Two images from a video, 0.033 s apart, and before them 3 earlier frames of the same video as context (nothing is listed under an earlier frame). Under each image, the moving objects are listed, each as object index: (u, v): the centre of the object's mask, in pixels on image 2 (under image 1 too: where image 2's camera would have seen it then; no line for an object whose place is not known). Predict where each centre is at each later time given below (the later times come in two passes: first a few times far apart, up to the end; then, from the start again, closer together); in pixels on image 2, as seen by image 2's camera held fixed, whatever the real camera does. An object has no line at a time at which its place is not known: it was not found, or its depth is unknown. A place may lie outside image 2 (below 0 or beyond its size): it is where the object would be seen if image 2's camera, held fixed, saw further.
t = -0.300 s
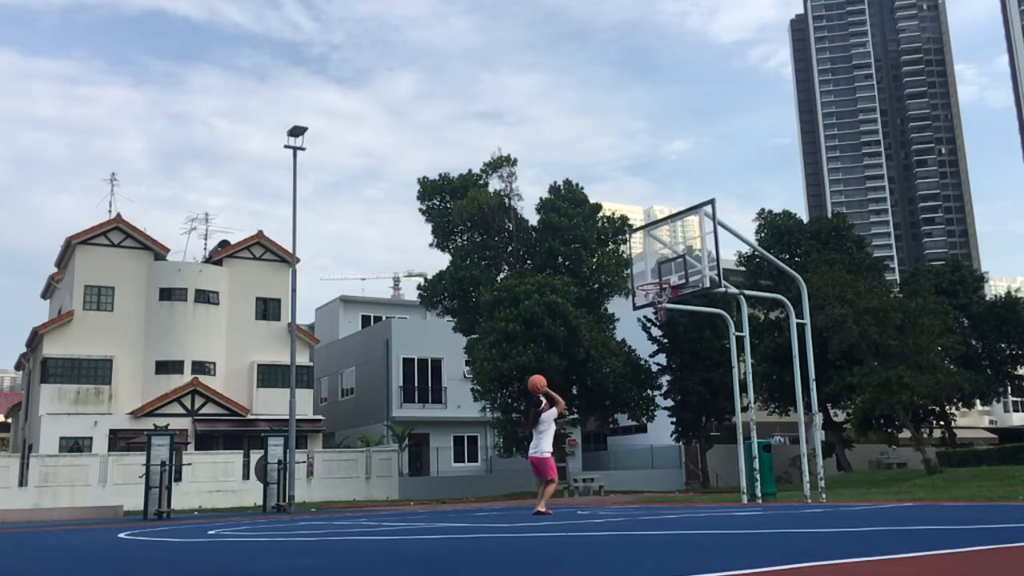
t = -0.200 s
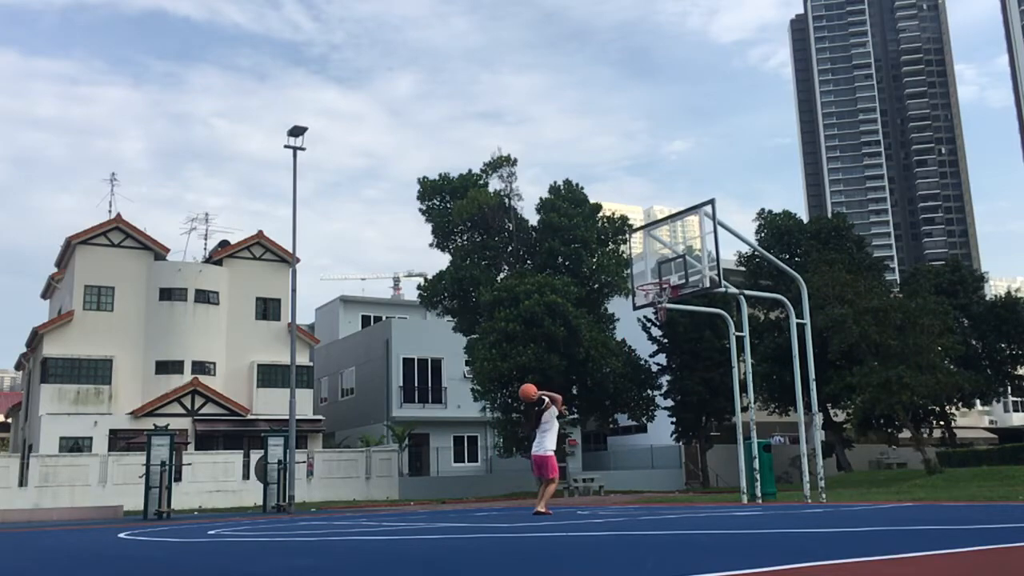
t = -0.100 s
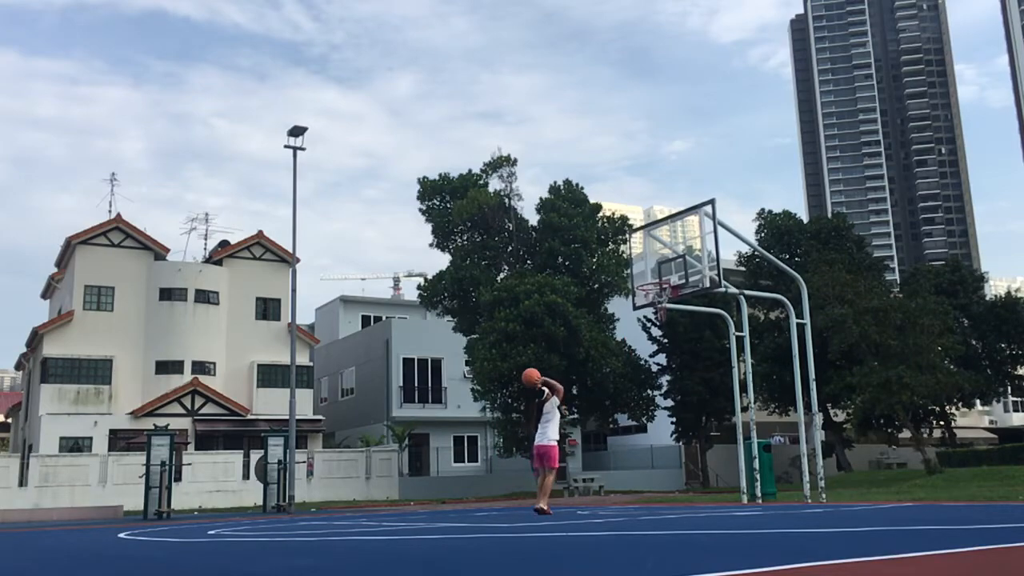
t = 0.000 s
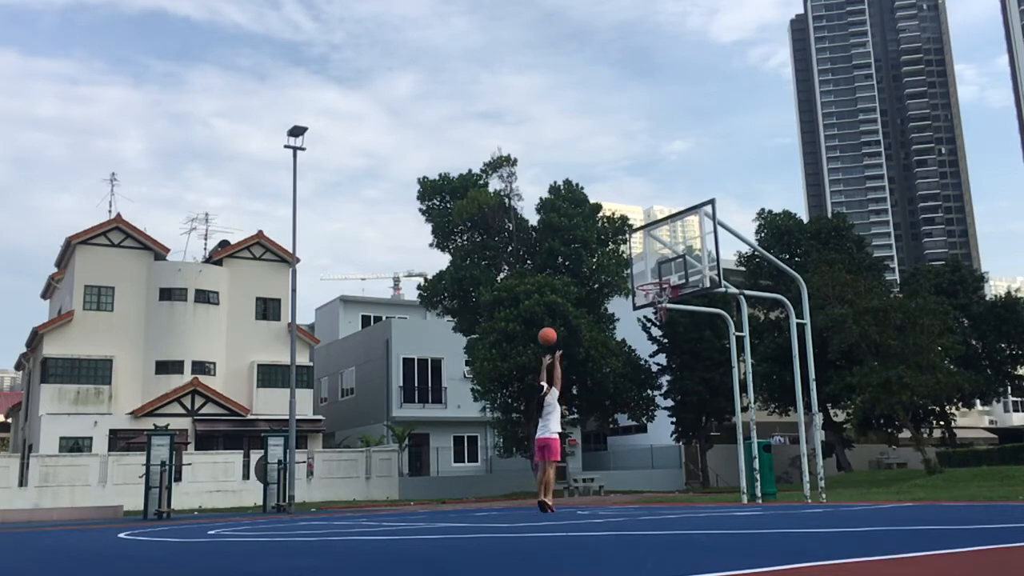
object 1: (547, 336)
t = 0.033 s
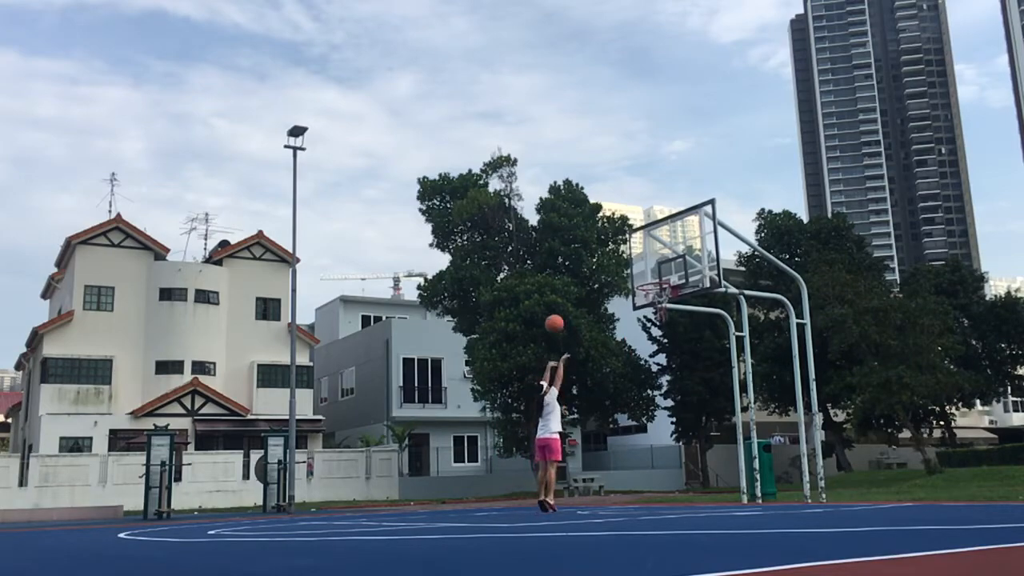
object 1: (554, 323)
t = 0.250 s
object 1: (598, 264)
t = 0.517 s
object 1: (648, 241)
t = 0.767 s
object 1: (647, 256)
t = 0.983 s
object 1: (622, 301)
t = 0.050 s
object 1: (558, 317)
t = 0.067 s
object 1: (561, 311)
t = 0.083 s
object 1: (565, 305)
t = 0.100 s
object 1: (568, 300)
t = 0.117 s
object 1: (572, 295)
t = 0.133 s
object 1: (575, 291)
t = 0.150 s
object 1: (578, 286)
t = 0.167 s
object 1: (581, 281)
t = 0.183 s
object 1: (585, 278)
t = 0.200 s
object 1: (588, 274)
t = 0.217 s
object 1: (591, 270)
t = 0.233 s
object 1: (595, 267)
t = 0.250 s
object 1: (598, 264)
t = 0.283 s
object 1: (604, 258)
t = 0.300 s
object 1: (607, 256)
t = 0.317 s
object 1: (611, 253)
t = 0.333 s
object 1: (614, 250)
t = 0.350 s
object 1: (617, 249)
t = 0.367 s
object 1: (619, 248)
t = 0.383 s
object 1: (623, 246)
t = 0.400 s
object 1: (627, 245)
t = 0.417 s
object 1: (630, 244)
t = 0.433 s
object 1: (633, 243)
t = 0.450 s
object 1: (636, 242)
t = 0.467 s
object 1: (639, 241)
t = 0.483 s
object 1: (642, 241)
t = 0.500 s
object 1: (646, 241)
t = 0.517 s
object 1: (648, 241)
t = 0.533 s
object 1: (651, 241)
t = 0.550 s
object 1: (654, 242)
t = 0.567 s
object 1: (657, 243)
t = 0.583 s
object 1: (661, 243)
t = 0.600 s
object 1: (664, 244)
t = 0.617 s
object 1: (664, 244)
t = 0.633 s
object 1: (663, 245)
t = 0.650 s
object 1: (660, 246)
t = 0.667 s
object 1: (658, 247)
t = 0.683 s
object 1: (656, 248)
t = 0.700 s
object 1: (654, 249)
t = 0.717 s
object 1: (653, 251)
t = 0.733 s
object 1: (650, 253)
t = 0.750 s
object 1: (649, 254)
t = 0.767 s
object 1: (647, 256)
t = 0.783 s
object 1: (645, 259)
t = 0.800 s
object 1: (642, 261)
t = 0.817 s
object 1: (641, 264)
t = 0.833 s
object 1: (639, 267)
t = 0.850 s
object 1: (637, 270)
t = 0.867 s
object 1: (635, 273)
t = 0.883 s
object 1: (633, 276)
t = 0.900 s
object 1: (632, 279)
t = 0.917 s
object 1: (630, 284)
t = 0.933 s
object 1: (628, 287)
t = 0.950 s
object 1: (626, 291)
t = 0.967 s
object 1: (624, 296)
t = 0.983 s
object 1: (622, 301)
